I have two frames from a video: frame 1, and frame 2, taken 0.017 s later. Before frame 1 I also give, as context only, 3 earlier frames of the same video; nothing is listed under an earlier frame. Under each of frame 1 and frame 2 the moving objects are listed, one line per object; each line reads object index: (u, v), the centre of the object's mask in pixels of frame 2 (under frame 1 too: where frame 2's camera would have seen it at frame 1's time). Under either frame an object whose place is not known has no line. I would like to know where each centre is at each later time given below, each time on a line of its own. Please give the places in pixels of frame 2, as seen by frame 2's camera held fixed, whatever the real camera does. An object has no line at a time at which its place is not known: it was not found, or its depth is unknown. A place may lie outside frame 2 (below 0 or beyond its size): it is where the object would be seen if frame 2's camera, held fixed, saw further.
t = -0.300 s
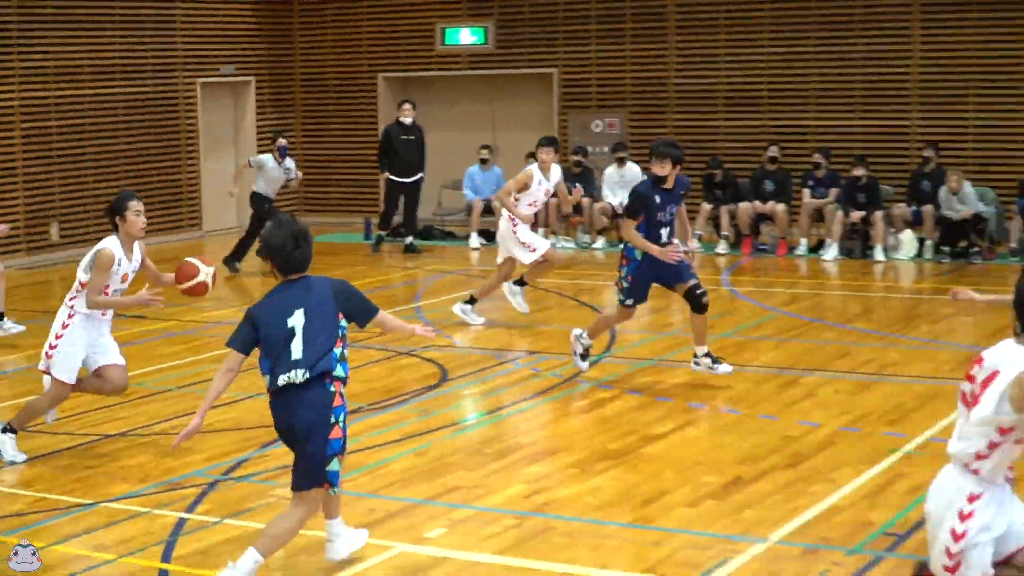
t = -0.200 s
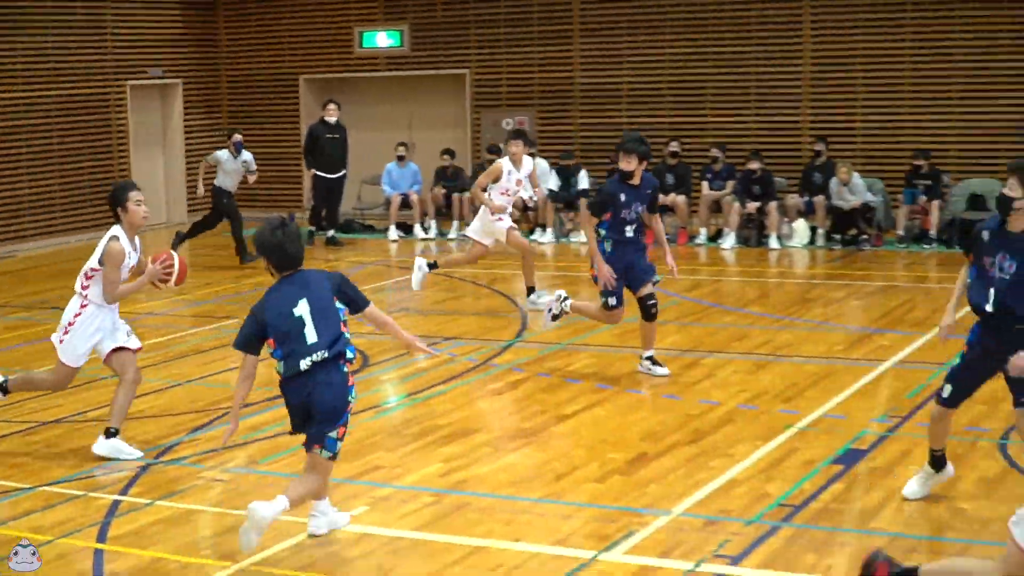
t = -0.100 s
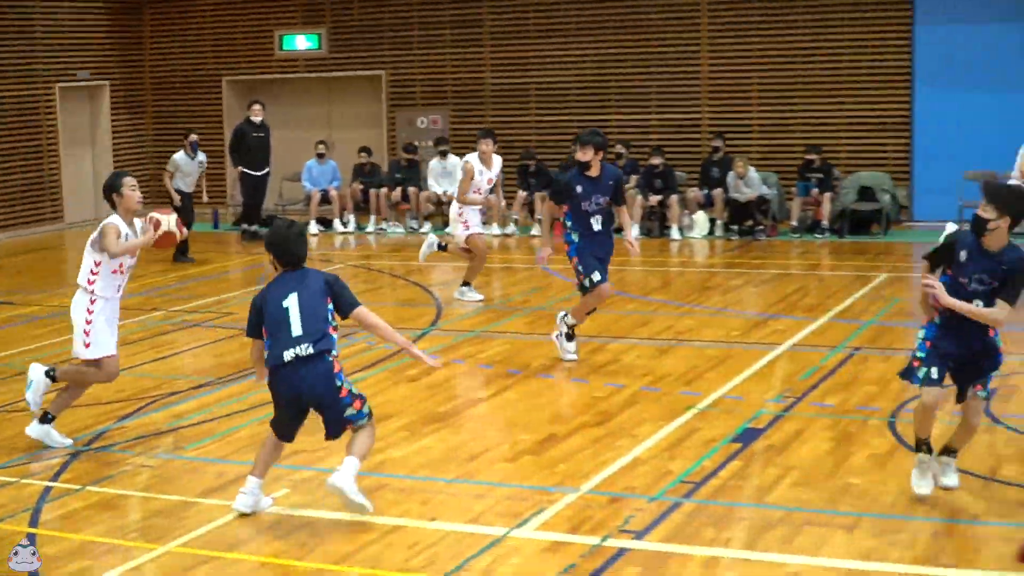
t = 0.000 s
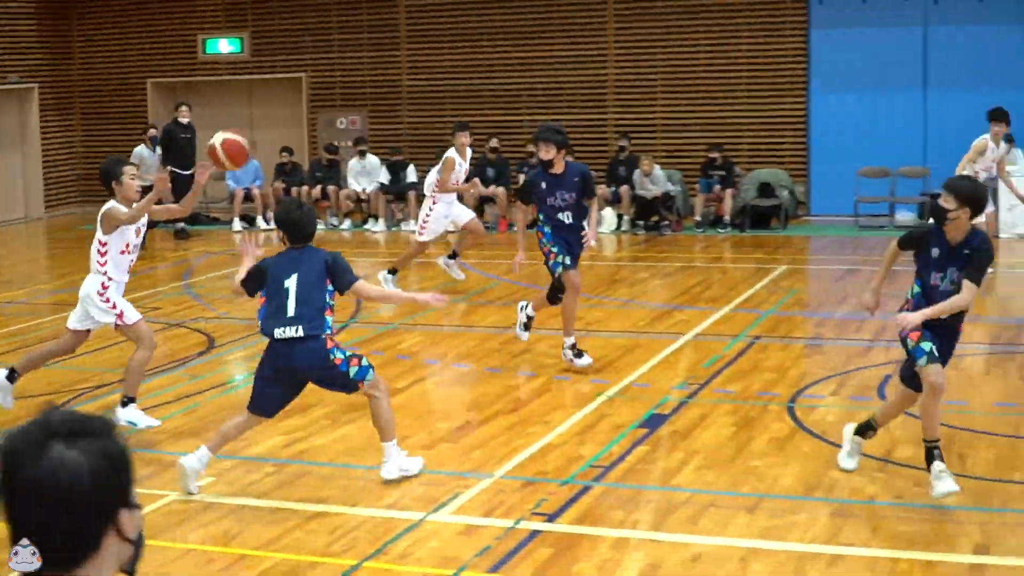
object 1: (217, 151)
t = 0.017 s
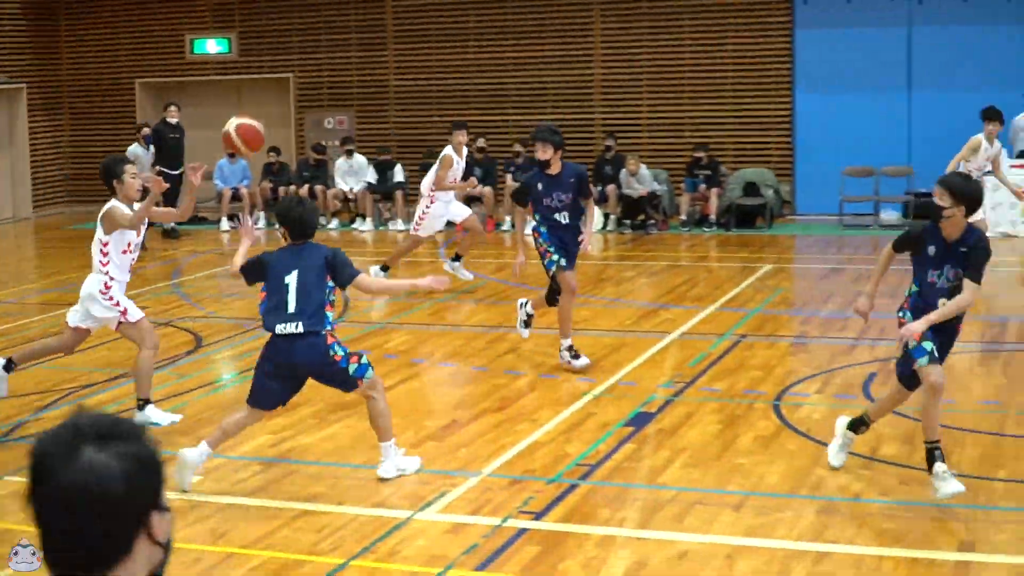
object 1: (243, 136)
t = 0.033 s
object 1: (271, 121)
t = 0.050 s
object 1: (299, 106)
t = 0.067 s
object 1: (328, 91)
